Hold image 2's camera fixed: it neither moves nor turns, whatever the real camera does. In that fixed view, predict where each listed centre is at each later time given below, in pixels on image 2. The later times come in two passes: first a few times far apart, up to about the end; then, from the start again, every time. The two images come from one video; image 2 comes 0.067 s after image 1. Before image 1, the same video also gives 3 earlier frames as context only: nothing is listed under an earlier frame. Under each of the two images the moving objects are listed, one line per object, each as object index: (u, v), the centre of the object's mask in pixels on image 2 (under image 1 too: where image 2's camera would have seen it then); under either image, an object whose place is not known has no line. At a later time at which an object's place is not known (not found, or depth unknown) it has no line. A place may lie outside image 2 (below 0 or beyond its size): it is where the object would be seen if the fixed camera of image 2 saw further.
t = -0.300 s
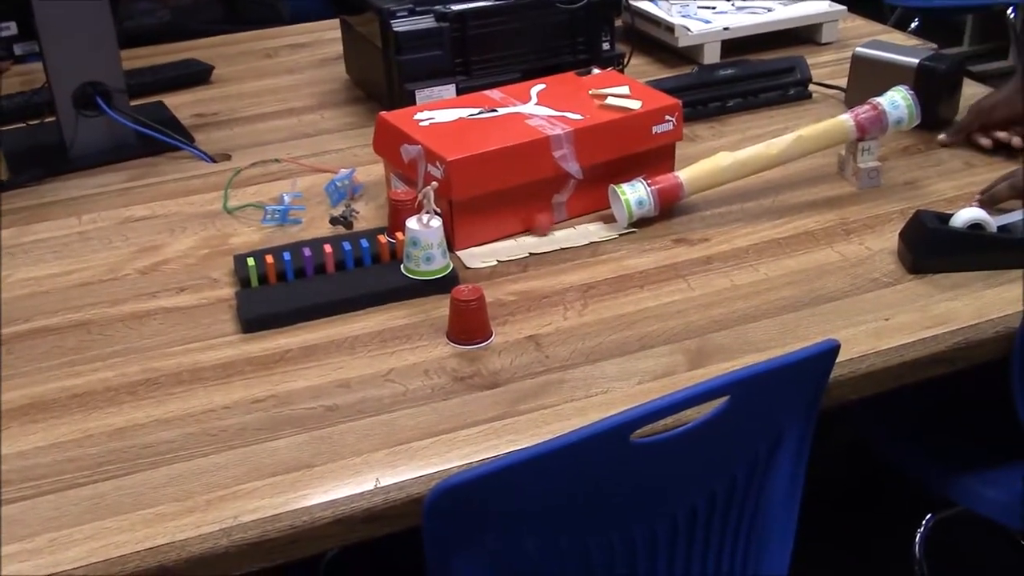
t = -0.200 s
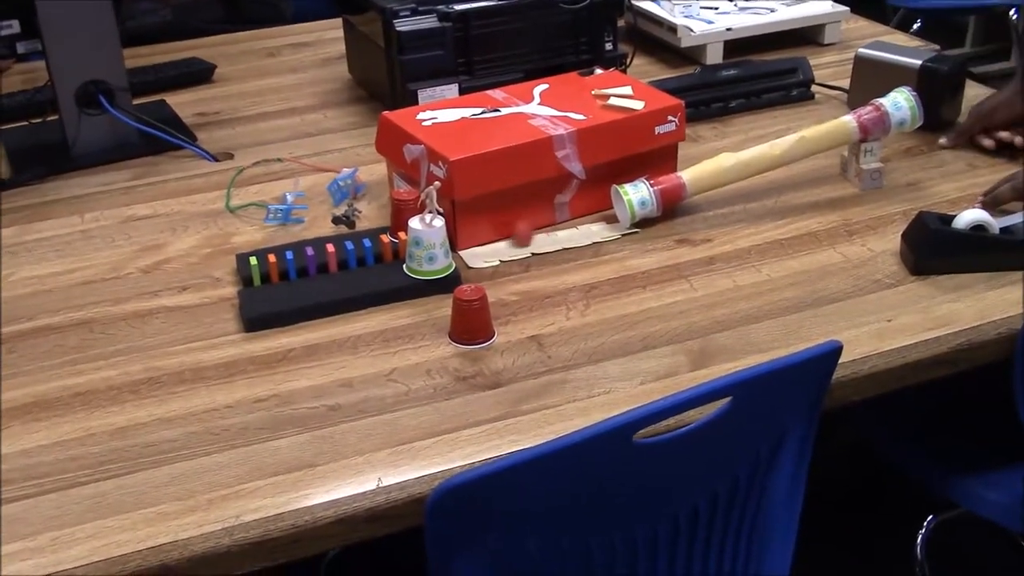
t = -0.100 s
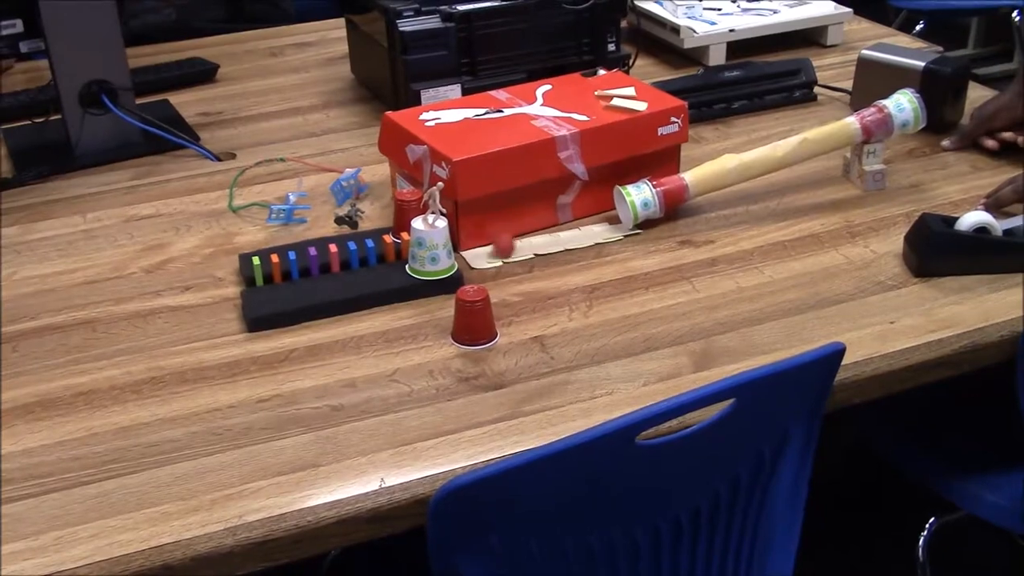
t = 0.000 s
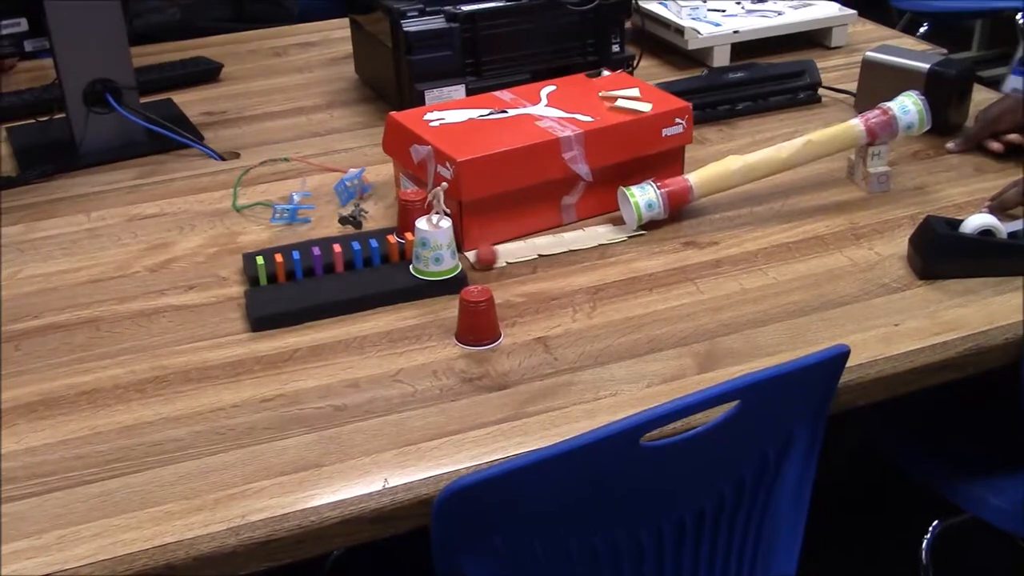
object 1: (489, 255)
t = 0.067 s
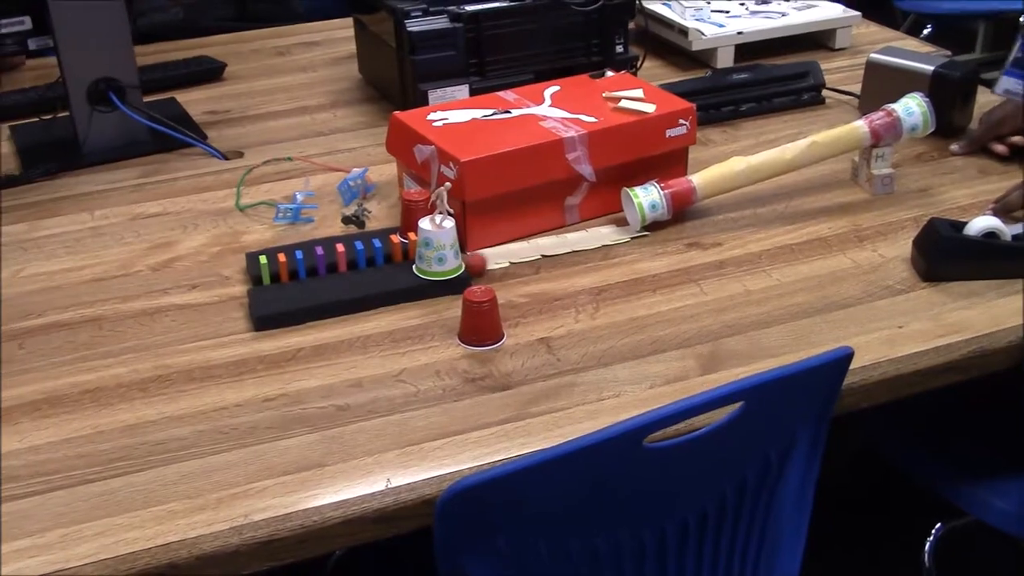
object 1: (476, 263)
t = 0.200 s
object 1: (479, 268)
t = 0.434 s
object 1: (498, 276)
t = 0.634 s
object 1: (517, 281)
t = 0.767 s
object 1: (533, 284)
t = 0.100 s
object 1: (474, 265)
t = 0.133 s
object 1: (474, 265)
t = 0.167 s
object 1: (477, 267)
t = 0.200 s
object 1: (479, 268)
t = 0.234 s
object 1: (481, 269)
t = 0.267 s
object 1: (484, 271)
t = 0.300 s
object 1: (486, 273)
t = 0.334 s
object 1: (489, 273)
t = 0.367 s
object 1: (492, 274)
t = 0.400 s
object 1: (494, 275)
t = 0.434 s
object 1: (498, 276)
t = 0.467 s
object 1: (500, 276)
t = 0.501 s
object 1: (503, 278)
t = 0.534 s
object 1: (506, 279)
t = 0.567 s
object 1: (510, 280)
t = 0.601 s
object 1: (514, 279)
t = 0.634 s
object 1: (517, 281)
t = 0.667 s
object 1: (520, 282)
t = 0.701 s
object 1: (525, 282)
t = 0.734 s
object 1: (528, 283)
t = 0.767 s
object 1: (533, 284)
